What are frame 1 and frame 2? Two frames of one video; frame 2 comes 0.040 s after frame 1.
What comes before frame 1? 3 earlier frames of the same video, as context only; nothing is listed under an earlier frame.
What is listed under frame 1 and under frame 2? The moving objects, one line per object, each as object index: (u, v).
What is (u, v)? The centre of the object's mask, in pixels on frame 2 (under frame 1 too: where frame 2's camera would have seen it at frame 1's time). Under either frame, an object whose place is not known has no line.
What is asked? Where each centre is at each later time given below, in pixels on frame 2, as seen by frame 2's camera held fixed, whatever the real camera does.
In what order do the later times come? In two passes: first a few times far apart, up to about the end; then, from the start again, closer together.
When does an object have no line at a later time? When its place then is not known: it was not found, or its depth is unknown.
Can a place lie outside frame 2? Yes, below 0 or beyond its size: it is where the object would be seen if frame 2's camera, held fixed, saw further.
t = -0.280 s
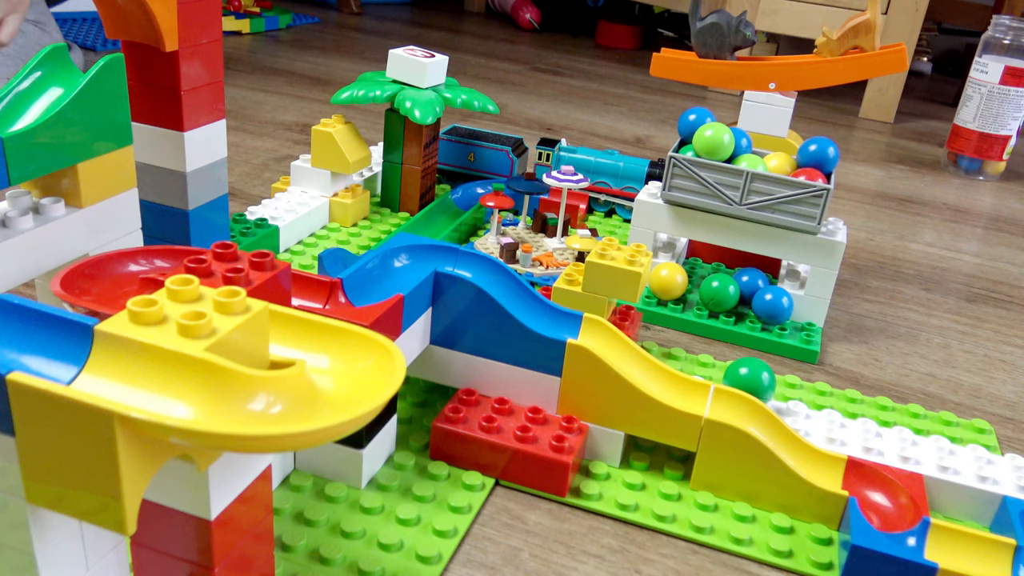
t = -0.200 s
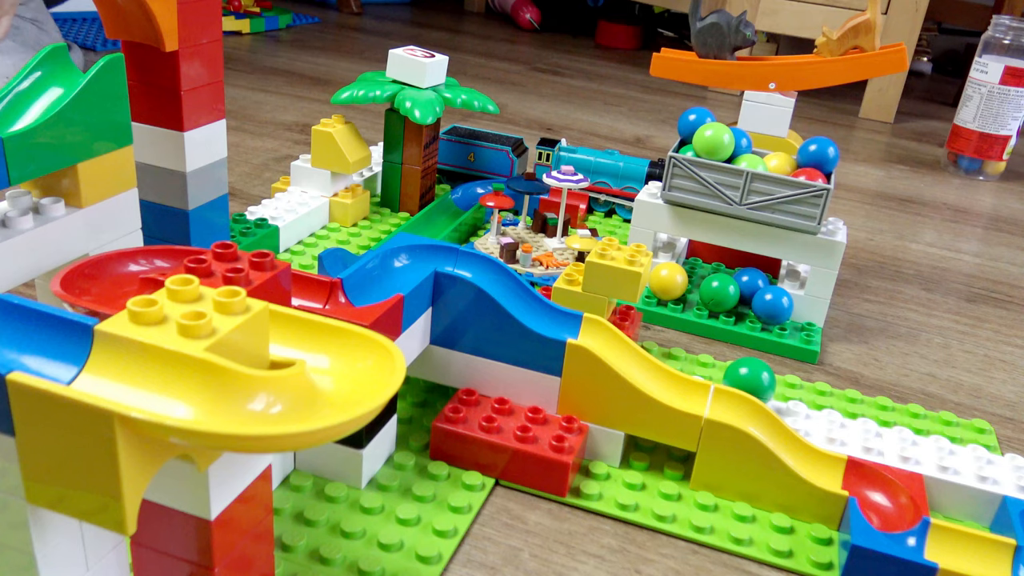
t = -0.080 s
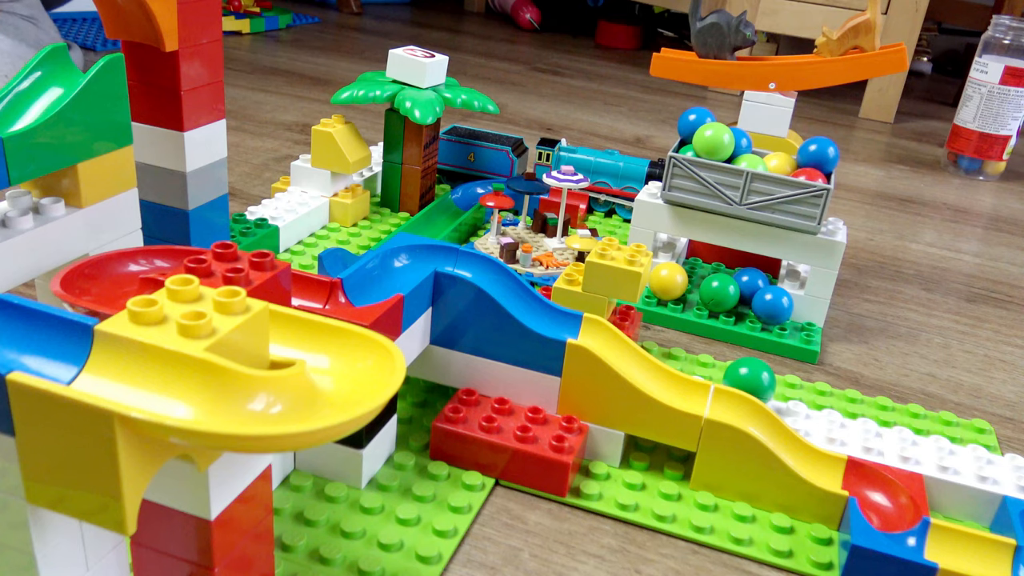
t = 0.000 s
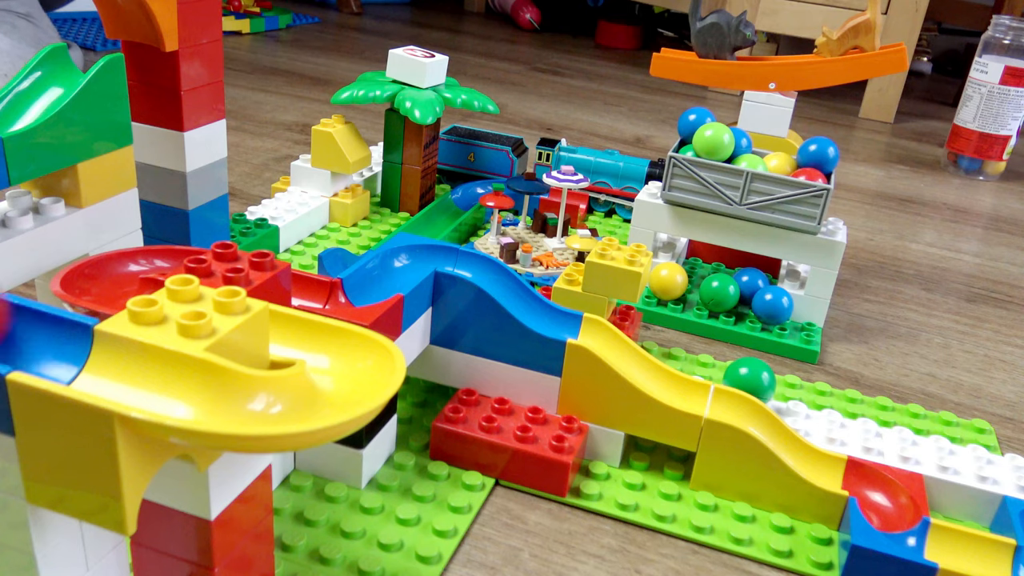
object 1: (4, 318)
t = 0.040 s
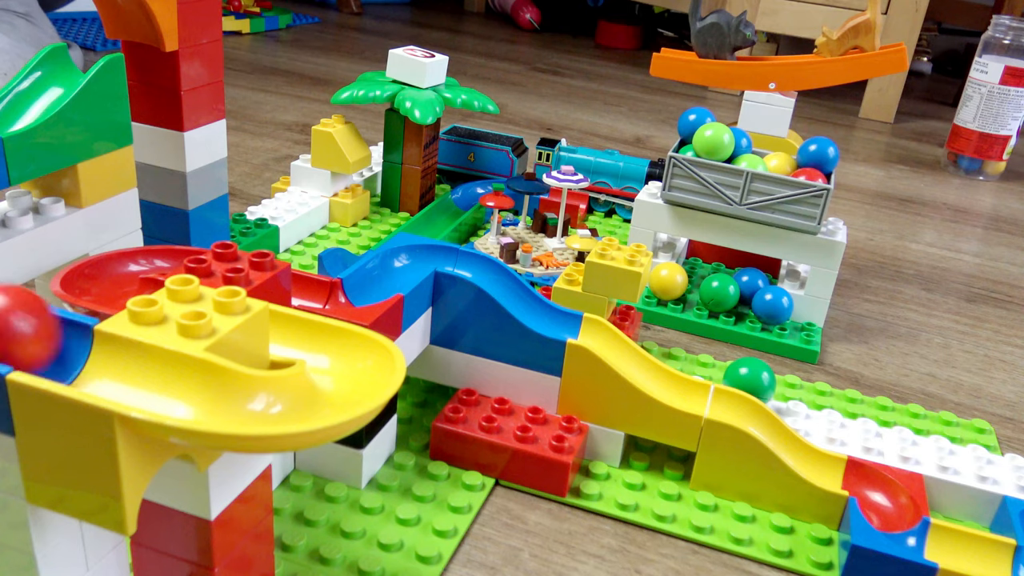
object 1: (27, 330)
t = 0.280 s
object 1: (335, 379)
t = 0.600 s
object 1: (101, 278)
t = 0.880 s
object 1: (315, 285)
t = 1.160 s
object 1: (387, 271)
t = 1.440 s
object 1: (453, 253)
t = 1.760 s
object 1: (660, 369)
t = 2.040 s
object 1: (986, 550)
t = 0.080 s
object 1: (56, 342)
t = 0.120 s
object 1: (109, 359)
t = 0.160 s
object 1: (167, 375)
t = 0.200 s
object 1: (229, 388)
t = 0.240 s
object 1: (291, 390)
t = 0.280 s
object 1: (335, 379)
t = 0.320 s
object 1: (352, 363)
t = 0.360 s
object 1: (338, 349)
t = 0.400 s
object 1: (297, 331)
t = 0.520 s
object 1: (140, 285)
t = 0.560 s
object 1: (115, 280)
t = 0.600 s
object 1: (101, 278)
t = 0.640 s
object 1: (103, 274)
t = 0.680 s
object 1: (124, 261)
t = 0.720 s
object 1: (164, 250)
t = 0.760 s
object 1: (202, 244)
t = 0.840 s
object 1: (298, 283)
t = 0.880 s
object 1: (315, 285)
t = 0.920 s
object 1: (320, 286)
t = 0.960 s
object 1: (334, 288)
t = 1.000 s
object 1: (351, 287)
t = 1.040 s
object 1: (365, 284)
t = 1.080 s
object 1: (372, 280)
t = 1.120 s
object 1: (379, 276)
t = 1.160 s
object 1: (387, 271)
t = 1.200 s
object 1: (394, 266)
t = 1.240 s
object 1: (400, 261)
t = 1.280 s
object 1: (406, 256)
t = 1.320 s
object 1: (415, 253)
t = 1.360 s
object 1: (428, 251)
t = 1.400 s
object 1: (441, 251)
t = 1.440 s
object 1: (453, 253)
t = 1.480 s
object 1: (465, 257)
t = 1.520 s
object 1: (477, 261)
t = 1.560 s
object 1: (492, 269)
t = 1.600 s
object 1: (512, 286)
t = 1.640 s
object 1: (541, 309)
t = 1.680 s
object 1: (578, 322)
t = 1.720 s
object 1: (620, 339)
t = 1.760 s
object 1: (660, 369)
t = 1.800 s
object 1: (714, 395)
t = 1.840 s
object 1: (769, 418)
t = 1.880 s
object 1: (828, 465)
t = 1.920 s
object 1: (891, 500)
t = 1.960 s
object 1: (901, 519)
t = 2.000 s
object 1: (945, 540)
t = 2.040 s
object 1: (986, 550)
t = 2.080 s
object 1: (1011, 556)
